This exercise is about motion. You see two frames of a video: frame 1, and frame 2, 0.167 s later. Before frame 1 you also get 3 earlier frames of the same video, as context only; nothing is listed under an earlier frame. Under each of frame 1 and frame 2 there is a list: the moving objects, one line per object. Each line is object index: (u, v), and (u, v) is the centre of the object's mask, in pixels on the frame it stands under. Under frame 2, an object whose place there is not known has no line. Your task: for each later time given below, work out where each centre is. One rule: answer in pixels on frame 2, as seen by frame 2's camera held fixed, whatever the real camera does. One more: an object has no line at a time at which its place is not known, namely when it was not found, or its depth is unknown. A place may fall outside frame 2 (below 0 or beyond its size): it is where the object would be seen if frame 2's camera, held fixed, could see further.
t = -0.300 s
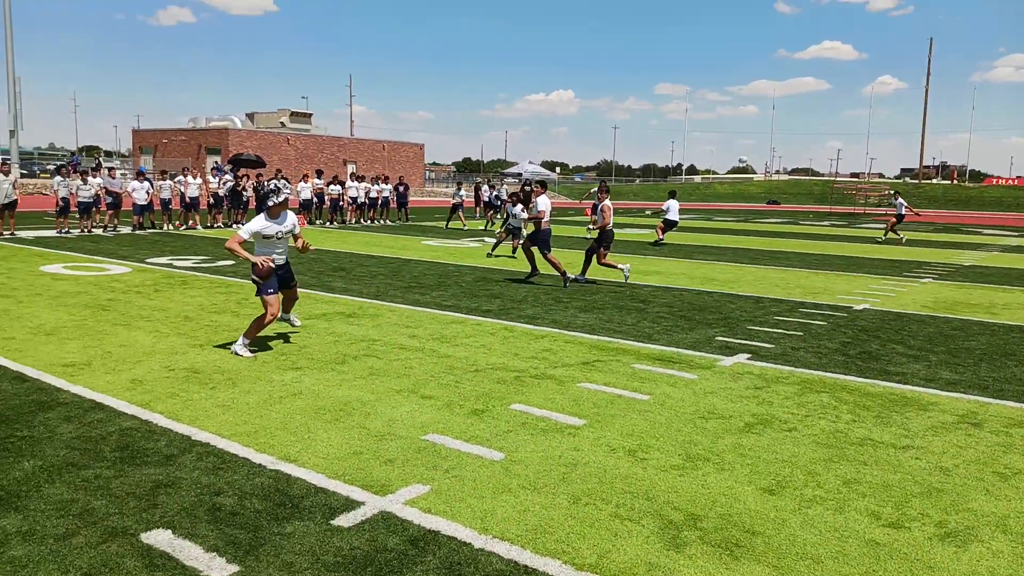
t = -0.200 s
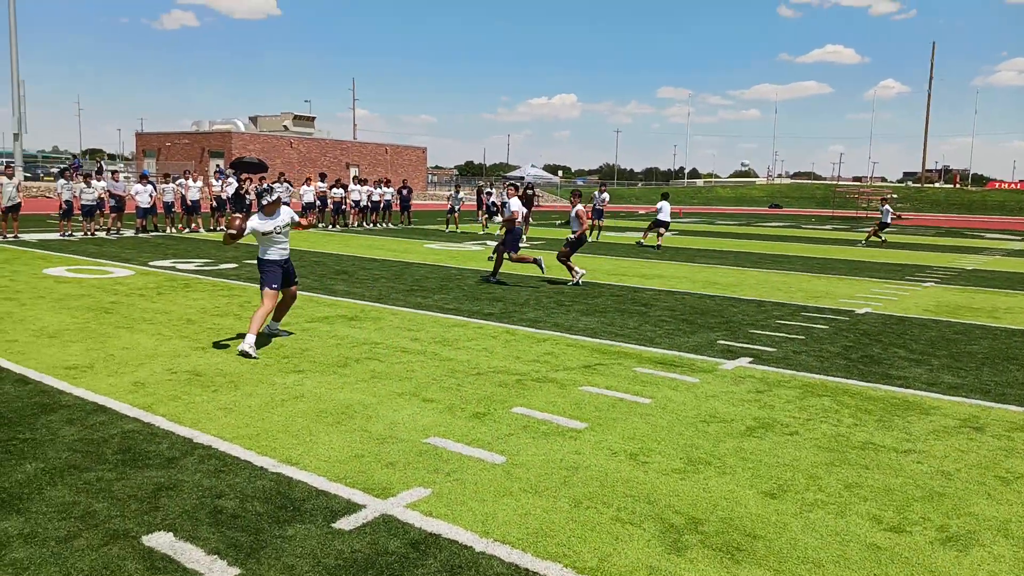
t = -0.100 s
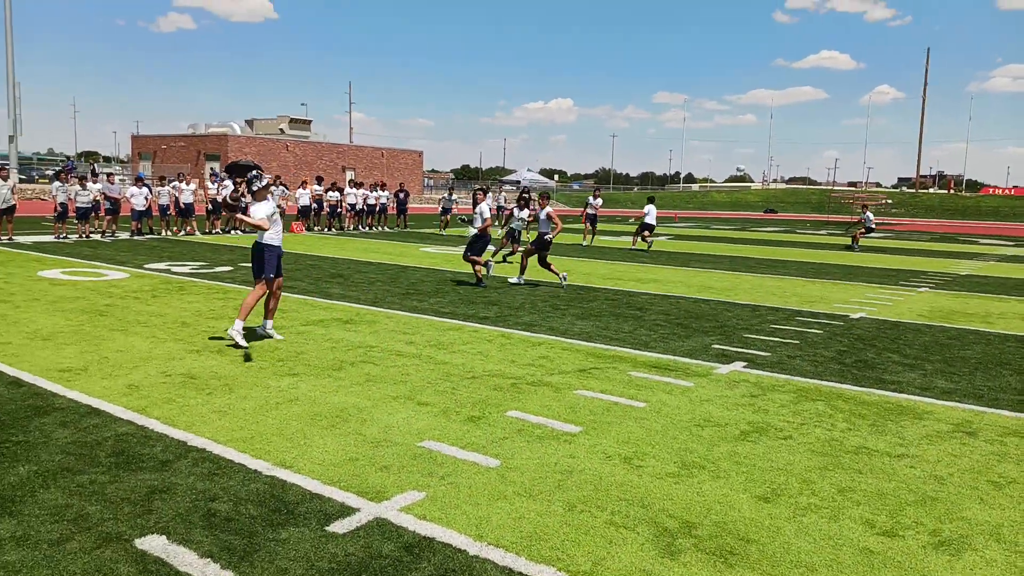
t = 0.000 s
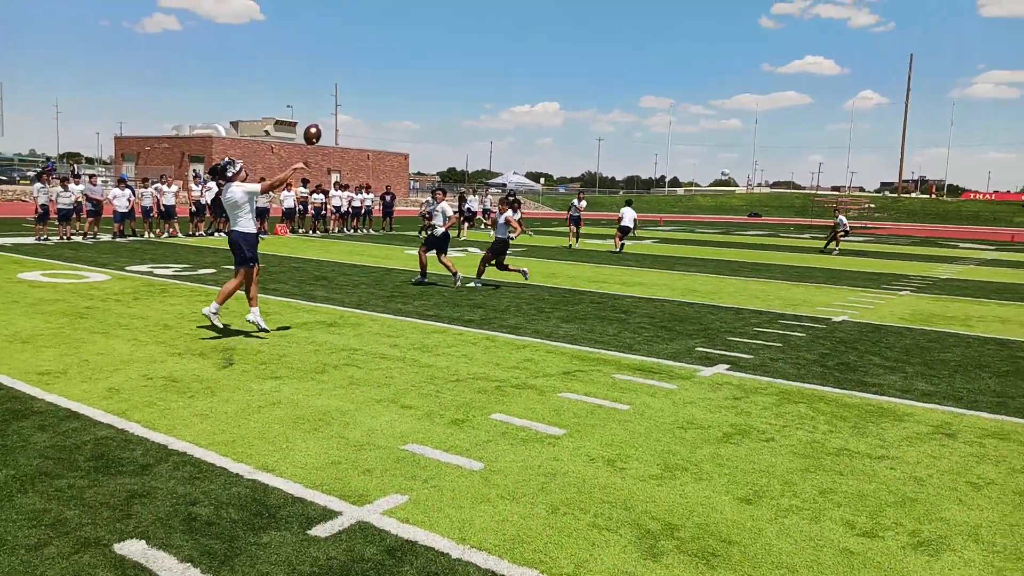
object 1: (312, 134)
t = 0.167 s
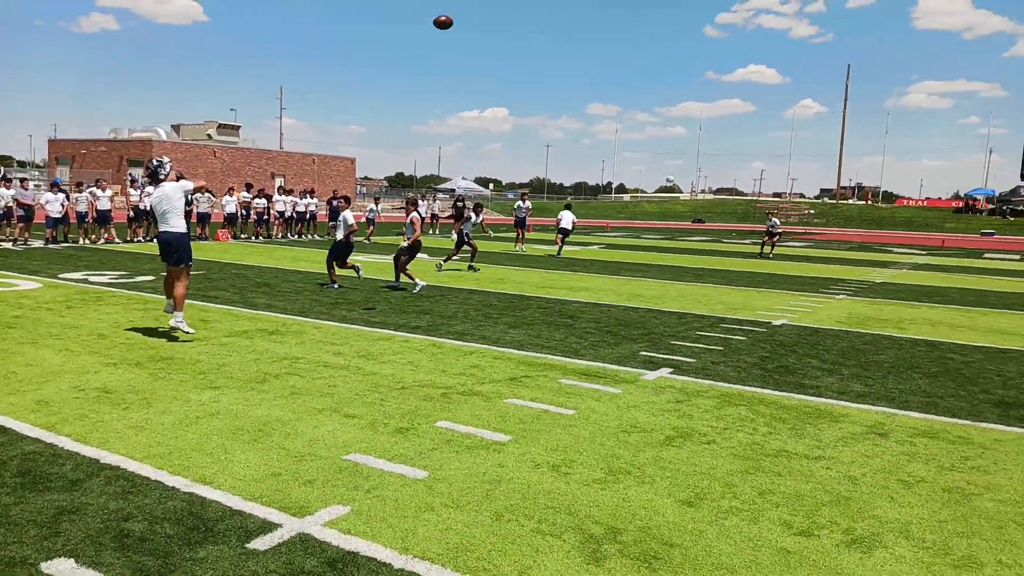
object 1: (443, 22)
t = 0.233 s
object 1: (498, -3)
